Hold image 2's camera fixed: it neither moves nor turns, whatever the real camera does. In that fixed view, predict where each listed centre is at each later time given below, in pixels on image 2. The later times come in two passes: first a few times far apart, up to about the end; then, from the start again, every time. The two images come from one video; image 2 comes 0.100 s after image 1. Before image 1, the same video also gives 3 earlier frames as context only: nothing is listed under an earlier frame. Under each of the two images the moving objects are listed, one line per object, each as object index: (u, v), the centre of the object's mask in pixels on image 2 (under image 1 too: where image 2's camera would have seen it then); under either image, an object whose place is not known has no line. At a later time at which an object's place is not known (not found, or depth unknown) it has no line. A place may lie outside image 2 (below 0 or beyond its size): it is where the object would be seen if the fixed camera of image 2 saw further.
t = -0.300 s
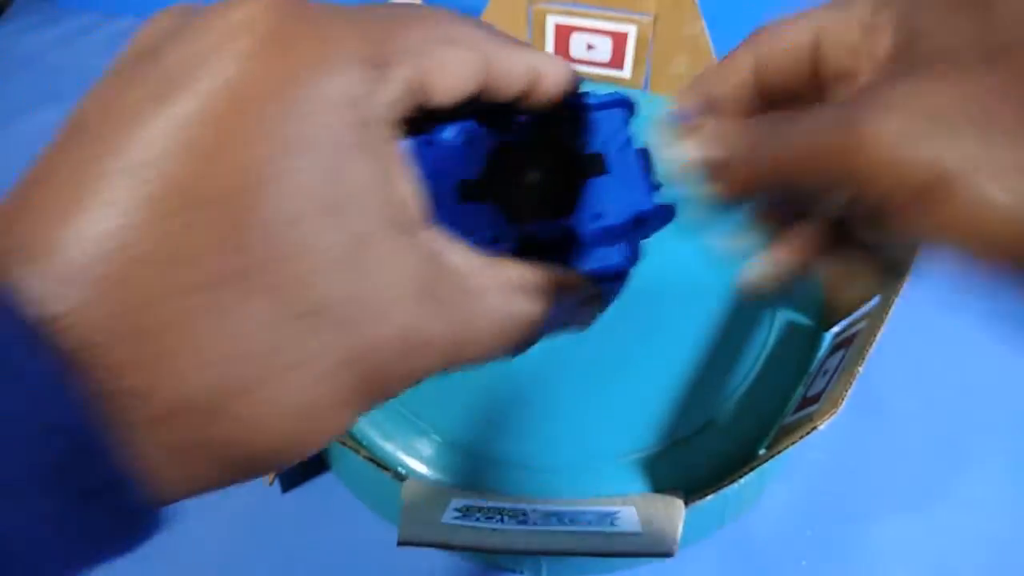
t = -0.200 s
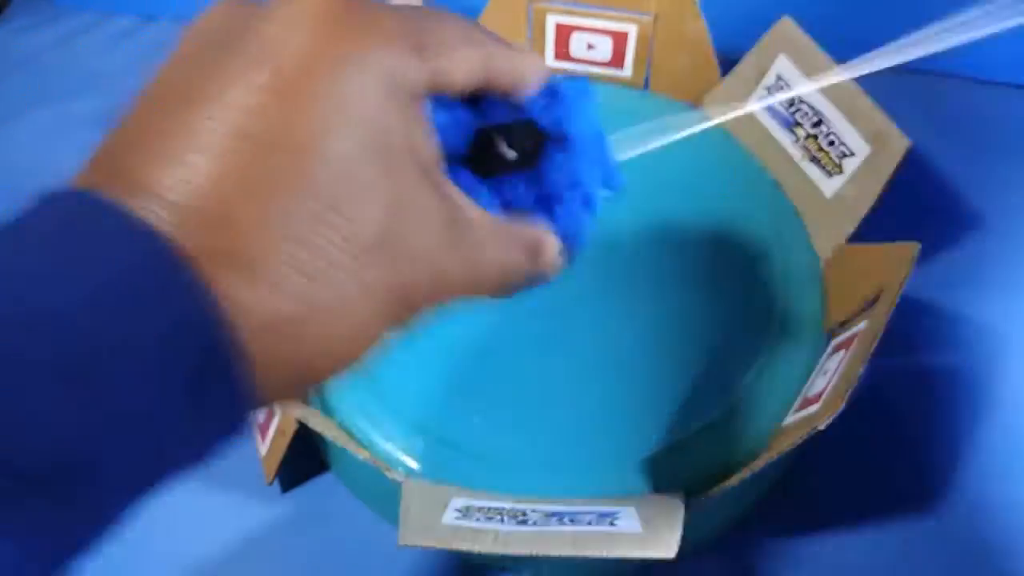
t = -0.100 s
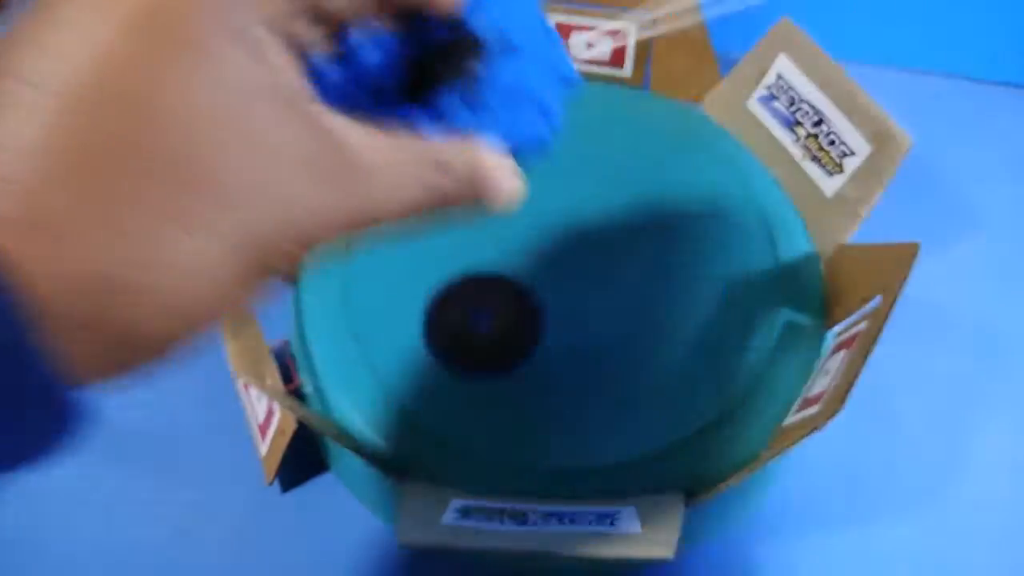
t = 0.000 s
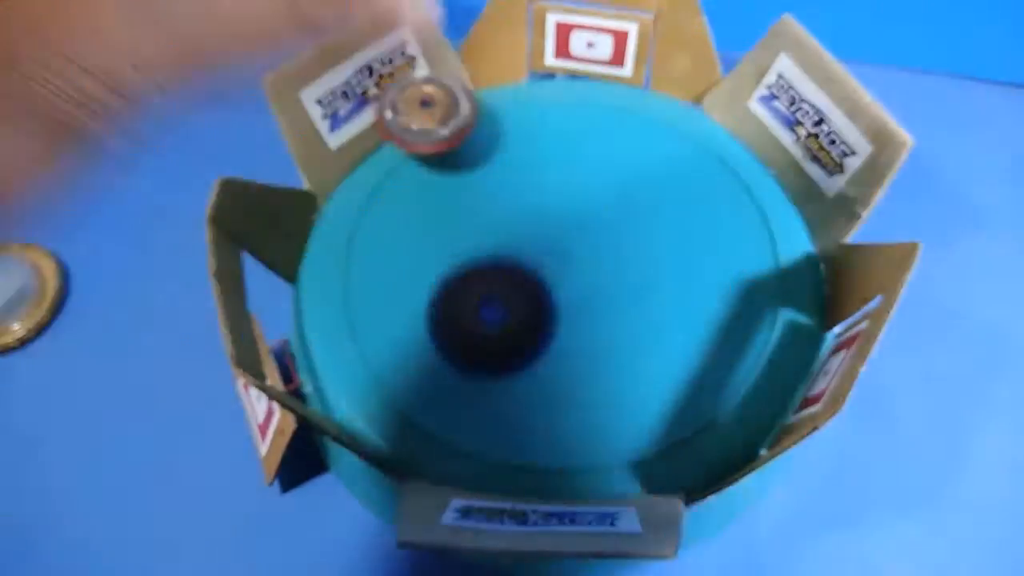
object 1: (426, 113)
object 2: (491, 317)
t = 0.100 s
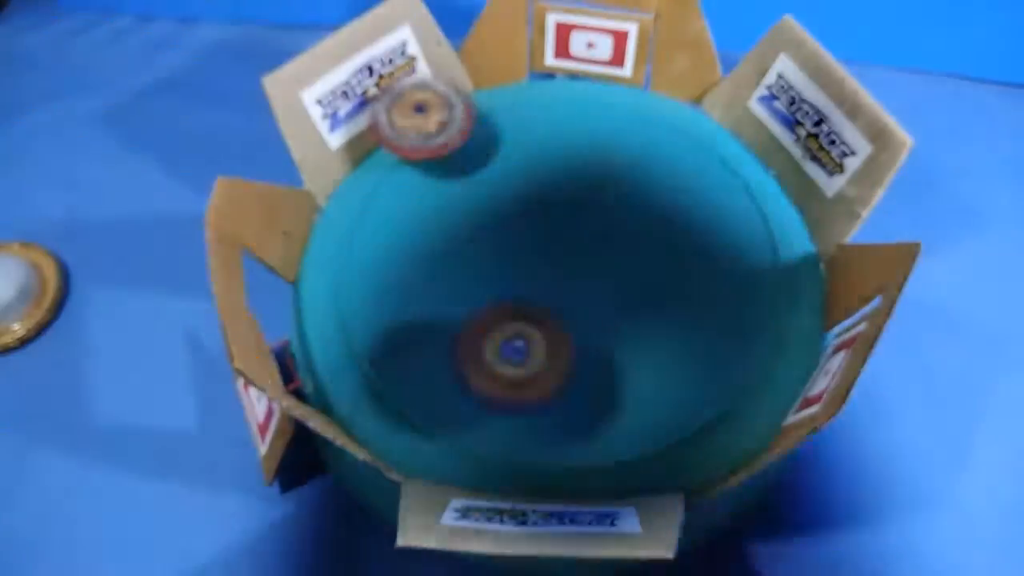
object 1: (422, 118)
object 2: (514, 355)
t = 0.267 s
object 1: (420, 127)
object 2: (559, 361)
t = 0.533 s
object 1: (430, 149)
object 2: (632, 248)
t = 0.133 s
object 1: (422, 119)
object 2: (523, 364)
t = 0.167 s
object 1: (421, 121)
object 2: (530, 370)
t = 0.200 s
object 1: (421, 123)
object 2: (537, 365)
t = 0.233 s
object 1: (420, 125)
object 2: (547, 363)
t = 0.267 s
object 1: (420, 127)
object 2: (559, 361)
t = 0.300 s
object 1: (419, 129)
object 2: (572, 355)
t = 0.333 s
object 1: (420, 132)
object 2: (583, 346)
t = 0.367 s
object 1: (423, 138)
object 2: (595, 335)
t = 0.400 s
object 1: (424, 140)
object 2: (605, 323)
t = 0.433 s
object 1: (425, 143)
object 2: (616, 308)
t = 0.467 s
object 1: (426, 144)
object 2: (624, 291)
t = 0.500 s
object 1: (428, 146)
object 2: (630, 271)
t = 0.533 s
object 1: (430, 149)
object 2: (632, 248)
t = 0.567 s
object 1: (432, 152)
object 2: (631, 223)
